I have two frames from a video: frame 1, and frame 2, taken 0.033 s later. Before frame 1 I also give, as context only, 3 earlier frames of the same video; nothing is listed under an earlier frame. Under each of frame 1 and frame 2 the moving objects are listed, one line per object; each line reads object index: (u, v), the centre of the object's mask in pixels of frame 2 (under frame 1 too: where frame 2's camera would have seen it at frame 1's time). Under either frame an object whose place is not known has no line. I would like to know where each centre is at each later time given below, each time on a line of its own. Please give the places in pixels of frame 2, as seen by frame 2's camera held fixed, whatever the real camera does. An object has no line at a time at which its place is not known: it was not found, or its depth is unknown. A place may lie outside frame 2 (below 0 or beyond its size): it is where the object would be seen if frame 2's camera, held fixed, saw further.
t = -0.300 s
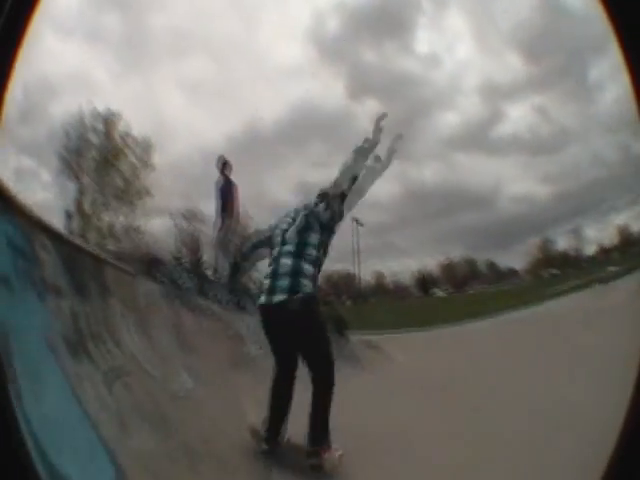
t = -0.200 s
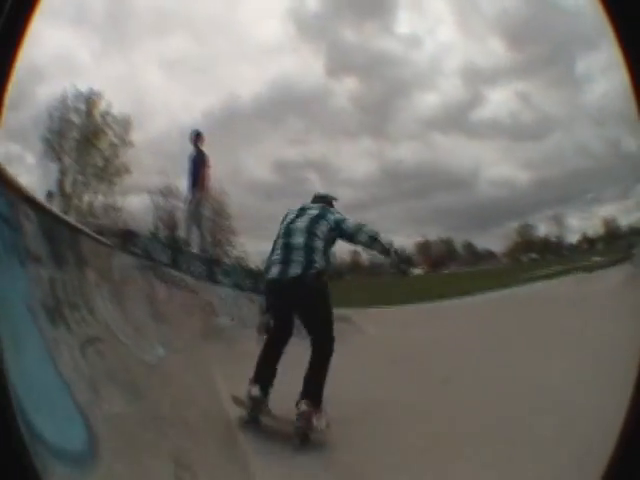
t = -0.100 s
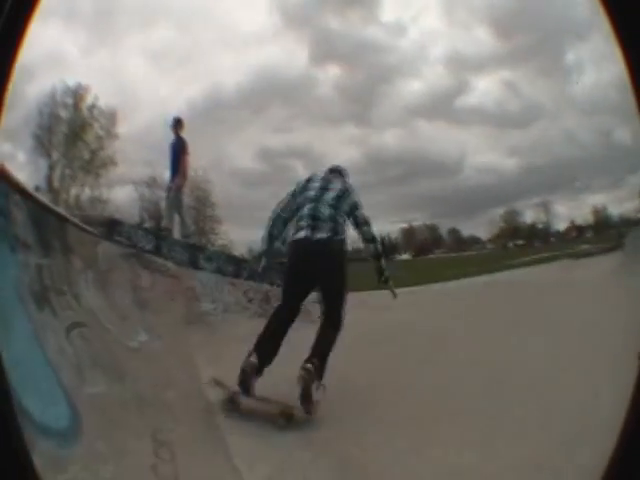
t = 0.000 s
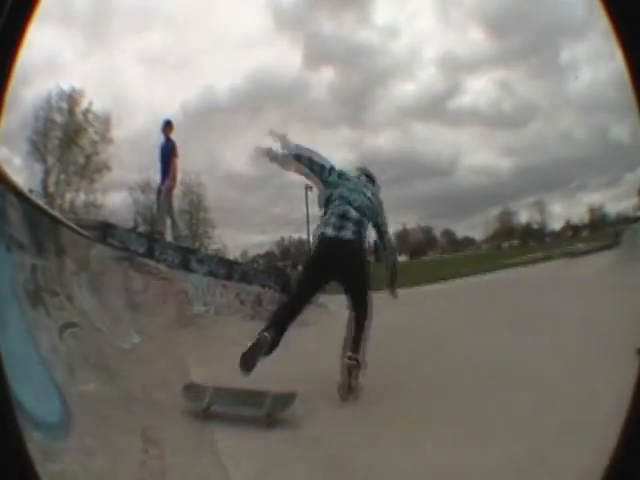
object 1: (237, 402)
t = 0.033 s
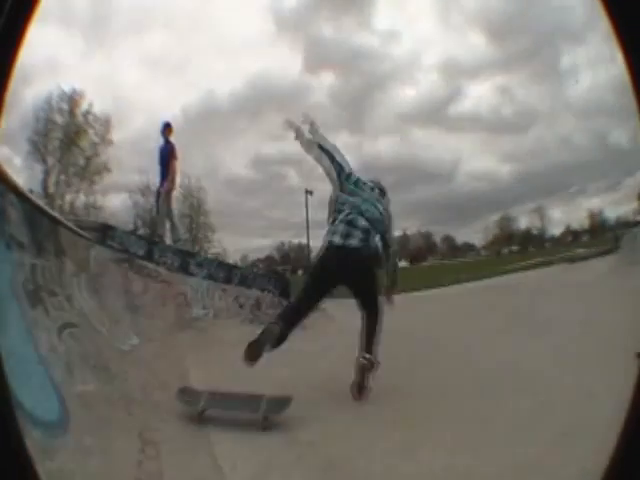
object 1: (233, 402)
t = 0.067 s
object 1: (230, 403)
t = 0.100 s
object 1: (226, 404)
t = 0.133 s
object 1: (223, 405)
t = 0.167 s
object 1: (220, 404)
